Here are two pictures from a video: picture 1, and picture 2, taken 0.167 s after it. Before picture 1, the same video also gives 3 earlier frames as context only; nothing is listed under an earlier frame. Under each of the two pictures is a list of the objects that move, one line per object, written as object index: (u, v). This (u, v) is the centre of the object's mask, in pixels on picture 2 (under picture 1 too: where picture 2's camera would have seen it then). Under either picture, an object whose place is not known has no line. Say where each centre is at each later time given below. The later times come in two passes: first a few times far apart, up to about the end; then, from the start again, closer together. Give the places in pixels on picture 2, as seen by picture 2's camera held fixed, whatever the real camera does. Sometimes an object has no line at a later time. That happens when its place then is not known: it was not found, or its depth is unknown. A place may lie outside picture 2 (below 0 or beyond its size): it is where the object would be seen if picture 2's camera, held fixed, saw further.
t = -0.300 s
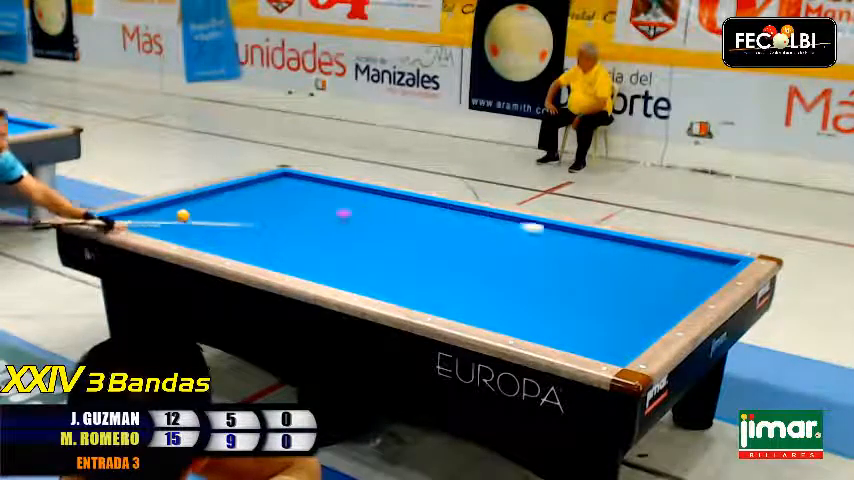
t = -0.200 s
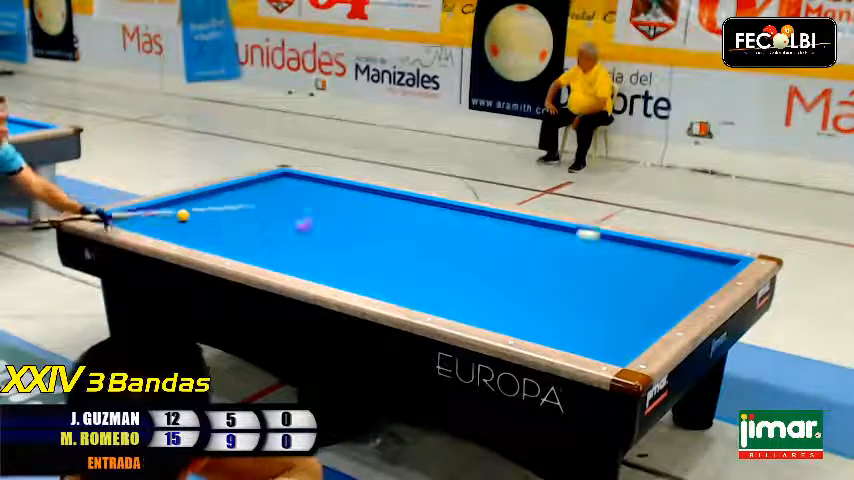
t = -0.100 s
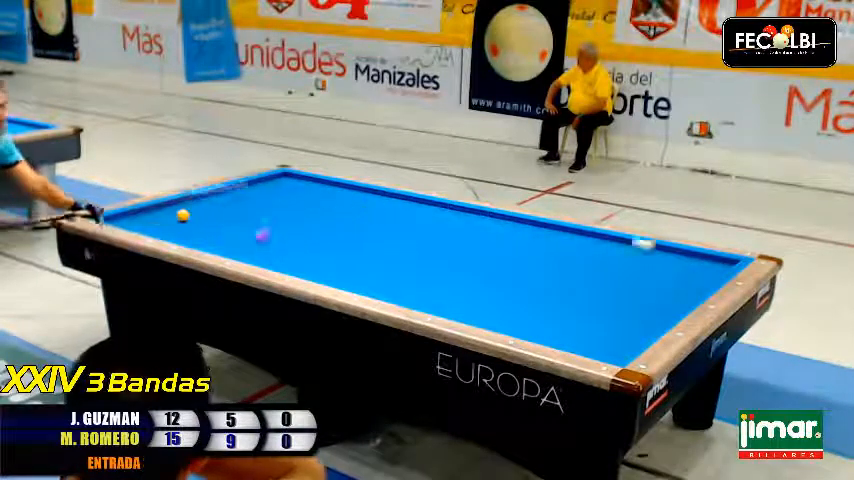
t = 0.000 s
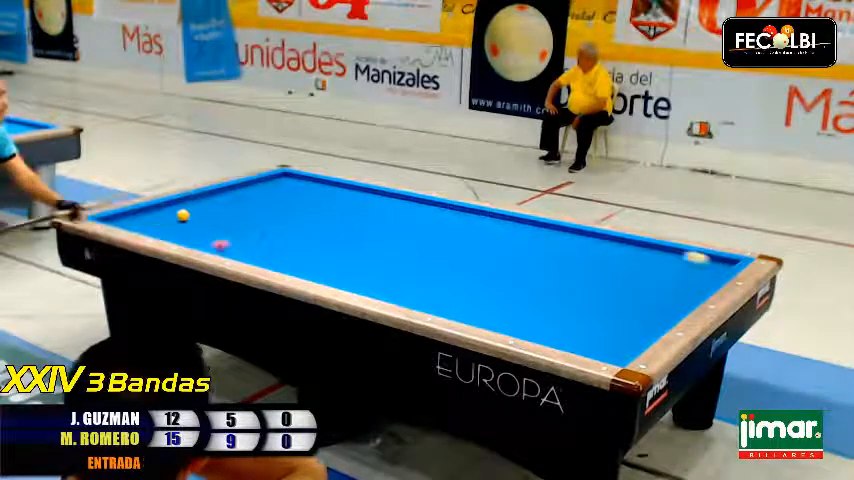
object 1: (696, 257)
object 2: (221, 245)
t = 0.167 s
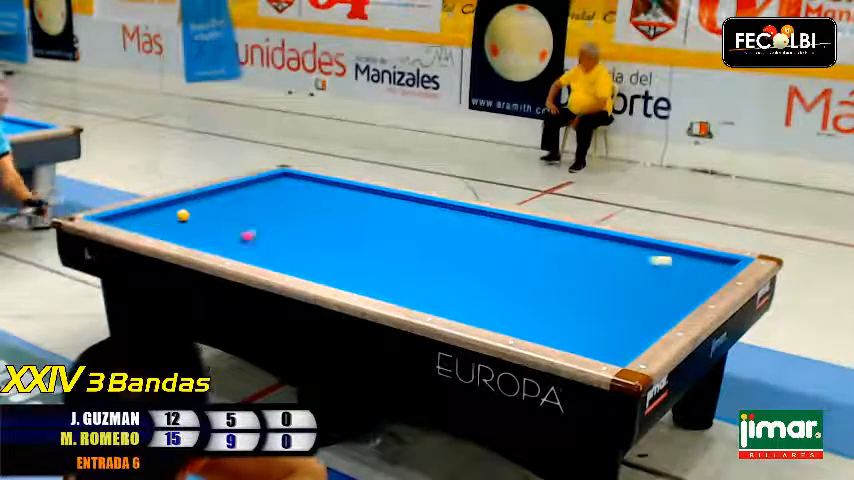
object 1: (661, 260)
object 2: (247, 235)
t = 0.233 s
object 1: (624, 259)
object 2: (262, 231)
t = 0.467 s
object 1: (510, 253)
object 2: (304, 217)
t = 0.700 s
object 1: (415, 249)
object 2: (339, 204)
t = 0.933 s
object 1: (326, 247)
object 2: (370, 194)
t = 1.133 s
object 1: (251, 245)
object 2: (362, 196)
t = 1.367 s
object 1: (187, 236)
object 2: (343, 202)
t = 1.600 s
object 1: (167, 220)
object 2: (322, 209)
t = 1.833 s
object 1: (155, 207)
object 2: (302, 216)
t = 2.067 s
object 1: (209, 207)
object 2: (279, 223)
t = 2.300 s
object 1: (255, 206)
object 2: (257, 230)
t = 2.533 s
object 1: (299, 204)
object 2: (234, 237)
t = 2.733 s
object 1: (336, 204)
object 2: (213, 243)
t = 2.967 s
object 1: (378, 202)
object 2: (215, 243)
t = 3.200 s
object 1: (419, 202)
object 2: (228, 239)
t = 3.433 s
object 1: (437, 207)
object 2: (242, 235)
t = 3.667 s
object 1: (450, 216)
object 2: (255, 232)
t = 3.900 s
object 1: (465, 225)
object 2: (267, 228)
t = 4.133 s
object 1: (480, 235)
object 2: (279, 225)
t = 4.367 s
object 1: (496, 244)
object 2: (290, 221)
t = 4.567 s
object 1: (509, 251)
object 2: (299, 218)
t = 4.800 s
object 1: (526, 263)
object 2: (309, 215)
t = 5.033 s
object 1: (544, 275)
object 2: (316, 213)
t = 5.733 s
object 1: (604, 312)
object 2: (341, 205)
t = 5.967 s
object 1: (627, 326)
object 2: (352, 202)
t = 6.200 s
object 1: (626, 334)
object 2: (358, 200)
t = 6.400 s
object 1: (603, 336)
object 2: (363, 199)
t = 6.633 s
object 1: (576, 338)
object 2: (370, 197)
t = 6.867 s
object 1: (550, 337)
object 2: (376, 196)
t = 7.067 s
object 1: (536, 331)
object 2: (381, 194)
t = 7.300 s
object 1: (526, 325)
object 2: (382, 194)
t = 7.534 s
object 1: (518, 318)
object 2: (379, 194)
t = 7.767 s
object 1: (509, 312)
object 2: (377, 195)
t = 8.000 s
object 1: (501, 306)
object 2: (375, 195)
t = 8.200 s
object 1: (495, 301)
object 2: (373, 196)
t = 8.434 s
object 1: (488, 295)
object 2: (371, 197)
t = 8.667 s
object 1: (482, 290)
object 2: (369, 197)
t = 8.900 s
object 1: (476, 286)
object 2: (368, 197)
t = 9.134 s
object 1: (470, 281)
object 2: (366, 198)
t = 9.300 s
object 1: (467, 278)
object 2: (366, 198)
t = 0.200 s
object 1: (643, 260)
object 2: (255, 233)
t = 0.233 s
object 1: (624, 259)
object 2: (262, 231)
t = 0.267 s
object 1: (606, 258)
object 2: (269, 229)
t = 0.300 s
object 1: (589, 257)
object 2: (276, 227)
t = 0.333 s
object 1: (572, 256)
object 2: (282, 225)
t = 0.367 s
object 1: (556, 255)
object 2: (288, 222)
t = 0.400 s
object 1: (540, 254)
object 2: (293, 221)
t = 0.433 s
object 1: (525, 253)
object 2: (299, 219)
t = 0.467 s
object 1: (510, 253)
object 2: (304, 217)
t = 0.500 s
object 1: (496, 252)
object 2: (309, 215)
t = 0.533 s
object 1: (482, 252)
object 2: (314, 213)
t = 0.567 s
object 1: (468, 251)
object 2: (319, 212)
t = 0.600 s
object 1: (455, 251)
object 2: (324, 210)
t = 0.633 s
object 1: (441, 250)
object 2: (329, 208)
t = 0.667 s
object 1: (428, 249)
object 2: (334, 206)
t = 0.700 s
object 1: (415, 249)
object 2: (339, 204)
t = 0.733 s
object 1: (403, 249)
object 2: (344, 203)
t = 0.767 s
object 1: (390, 249)
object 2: (349, 202)
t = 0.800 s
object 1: (378, 248)
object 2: (353, 200)
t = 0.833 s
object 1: (365, 248)
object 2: (357, 199)
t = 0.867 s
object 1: (352, 248)
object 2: (362, 197)
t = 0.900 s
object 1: (339, 247)
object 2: (366, 196)
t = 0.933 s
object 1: (326, 247)
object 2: (370, 194)
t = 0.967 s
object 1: (314, 247)
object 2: (375, 192)
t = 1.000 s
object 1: (301, 247)
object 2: (375, 192)
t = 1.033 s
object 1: (288, 246)
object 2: (373, 193)
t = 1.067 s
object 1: (276, 246)
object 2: (369, 194)
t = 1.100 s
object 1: (264, 246)
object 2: (365, 195)
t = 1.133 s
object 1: (251, 245)
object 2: (362, 196)
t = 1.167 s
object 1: (239, 245)
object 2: (359, 197)
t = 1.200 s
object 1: (226, 245)
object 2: (356, 198)
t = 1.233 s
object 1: (213, 243)
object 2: (354, 198)
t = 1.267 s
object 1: (201, 242)
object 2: (351, 199)
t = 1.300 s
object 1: (192, 240)
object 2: (348, 201)
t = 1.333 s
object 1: (189, 239)
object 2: (346, 202)
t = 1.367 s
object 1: (187, 236)
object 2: (343, 202)
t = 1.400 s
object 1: (184, 233)
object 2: (340, 203)
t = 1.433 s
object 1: (182, 231)
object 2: (337, 205)
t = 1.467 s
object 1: (179, 229)
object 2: (334, 205)
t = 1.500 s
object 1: (175, 227)
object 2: (332, 206)
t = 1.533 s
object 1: (172, 225)
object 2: (328, 207)
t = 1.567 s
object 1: (169, 222)
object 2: (325, 208)
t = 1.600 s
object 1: (167, 220)
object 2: (322, 209)
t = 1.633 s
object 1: (164, 218)
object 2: (320, 210)
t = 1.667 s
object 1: (160, 215)
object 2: (317, 211)
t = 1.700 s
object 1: (158, 214)
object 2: (314, 212)
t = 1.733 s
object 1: (156, 211)
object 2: (310, 213)
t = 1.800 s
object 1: (150, 207)
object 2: (305, 215)
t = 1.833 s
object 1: (155, 207)
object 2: (302, 216)
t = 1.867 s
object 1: (165, 207)
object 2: (298, 217)
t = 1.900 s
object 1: (171, 207)
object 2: (295, 218)
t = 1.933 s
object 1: (180, 205)
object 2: (292, 219)
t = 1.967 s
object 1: (189, 206)
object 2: (289, 220)
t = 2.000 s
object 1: (196, 207)
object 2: (286, 221)
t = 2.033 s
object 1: (203, 207)
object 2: (283, 222)
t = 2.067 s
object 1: (209, 207)
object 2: (279, 223)
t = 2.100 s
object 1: (216, 206)
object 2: (277, 224)
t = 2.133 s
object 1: (223, 207)
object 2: (273, 225)
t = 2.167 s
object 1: (230, 206)
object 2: (270, 226)
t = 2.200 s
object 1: (236, 206)
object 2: (267, 227)
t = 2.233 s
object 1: (242, 206)
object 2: (264, 228)
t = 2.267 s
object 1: (248, 206)
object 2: (260, 229)
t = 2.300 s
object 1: (255, 206)
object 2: (257, 230)
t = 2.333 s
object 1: (262, 205)
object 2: (254, 231)
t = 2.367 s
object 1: (268, 205)
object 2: (250, 232)
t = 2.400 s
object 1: (274, 205)
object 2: (247, 233)
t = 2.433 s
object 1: (280, 205)
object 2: (244, 234)
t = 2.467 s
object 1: (286, 205)
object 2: (240, 235)
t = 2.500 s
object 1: (293, 204)
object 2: (237, 236)
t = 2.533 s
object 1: (299, 204)
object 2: (234, 237)
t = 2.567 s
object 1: (306, 204)
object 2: (231, 239)
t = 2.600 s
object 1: (312, 204)
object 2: (227, 240)
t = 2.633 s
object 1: (318, 204)
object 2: (223, 241)
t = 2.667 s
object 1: (324, 204)
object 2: (219, 241)
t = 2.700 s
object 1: (330, 204)
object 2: (217, 242)
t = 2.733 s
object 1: (336, 204)
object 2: (213, 243)
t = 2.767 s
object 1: (342, 203)
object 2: (209, 244)
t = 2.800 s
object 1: (349, 203)
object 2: (207, 244)
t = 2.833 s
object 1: (355, 204)
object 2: (206, 244)
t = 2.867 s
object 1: (360, 203)
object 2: (207, 244)
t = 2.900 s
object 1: (367, 203)
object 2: (209, 244)
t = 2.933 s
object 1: (372, 203)
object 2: (211, 244)
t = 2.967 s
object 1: (378, 202)
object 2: (215, 243)
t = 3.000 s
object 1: (384, 202)
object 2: (216, 242)
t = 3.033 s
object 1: (390, 203)
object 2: (218, 242)
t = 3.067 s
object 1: (396, 203)
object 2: (220, 242)
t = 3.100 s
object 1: (403, 202)
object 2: (222, 242)
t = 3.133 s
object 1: (408, 202)
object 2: (224, 241)
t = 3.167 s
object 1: (413, 202)
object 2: (226, 240)
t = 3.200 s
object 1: (419, 202)
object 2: (228, 239)
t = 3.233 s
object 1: (426, 201)
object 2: (230, 239)
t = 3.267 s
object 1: (429, 202)
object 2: (232, 238)
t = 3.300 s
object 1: (431, 202)
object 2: (234, 237)
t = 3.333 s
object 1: (432, 205)
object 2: (236, 237)
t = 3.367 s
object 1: (434, 206)
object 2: (238, 236)
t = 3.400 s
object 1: (435, 206)
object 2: (240, 236)
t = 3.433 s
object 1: (437, 207)
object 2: (242, 235)
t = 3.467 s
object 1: (439, 208)
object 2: (243, 235)
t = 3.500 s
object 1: (442, 210)
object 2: (246, 234)
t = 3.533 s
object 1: (443, 212)
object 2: (248, 233)
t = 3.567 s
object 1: (445, 213)
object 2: (249, 233)
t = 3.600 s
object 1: (447, 214)
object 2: (251, 232)
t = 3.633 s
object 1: (449, 215)
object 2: (253, 232)
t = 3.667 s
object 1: (450, 216)
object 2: (255, 232)
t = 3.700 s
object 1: (453, 217)
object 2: (257, 231)
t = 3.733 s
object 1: (454, 217)
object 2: (258, 229)
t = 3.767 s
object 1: (457, 219)
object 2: (260, 230)
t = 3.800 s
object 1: (458, 220)
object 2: (262, 230)
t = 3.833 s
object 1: (461, 222)
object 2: (264, 229)
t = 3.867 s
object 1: (461, 223)
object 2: (266, 228)
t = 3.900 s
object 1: (465, 225)
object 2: (267, 228)
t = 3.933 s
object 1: (466, 225)
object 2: (269, 227)
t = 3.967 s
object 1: (469, 228)
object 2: (271, 227)
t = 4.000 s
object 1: (472, 229)
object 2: (272, 227)
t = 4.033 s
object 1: (473, 230)
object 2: (275, 226)
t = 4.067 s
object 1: (475, 232)
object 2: (275, 226)
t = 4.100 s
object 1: (478, 233)
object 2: (278, 225)
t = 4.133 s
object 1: (480, 235)
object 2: (279, 225)
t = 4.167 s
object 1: (482, 236)
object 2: (280, 224)
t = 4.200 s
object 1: (484, 237)
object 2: (282, 223)
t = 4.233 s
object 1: (486, 239)
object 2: (283, 223)
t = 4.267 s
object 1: (488, 240)
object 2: (285, 222)
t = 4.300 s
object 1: (491, 241)
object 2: (287, 222)
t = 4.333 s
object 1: (493, 243)
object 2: (288, 221)
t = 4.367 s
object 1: (496, 244)
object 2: (290, 221)
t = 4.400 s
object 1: (497, 245)
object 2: (292, 220)
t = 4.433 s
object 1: (500, 247)
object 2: (293, 220)
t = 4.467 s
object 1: (503, 248)
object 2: (294, 219)
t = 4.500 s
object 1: (505, 250)
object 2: (295, 219)
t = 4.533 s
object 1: (506, 250)
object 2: (297, 218)
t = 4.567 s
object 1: (509, 251)
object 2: (299, 218)
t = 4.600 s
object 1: (512, 253)
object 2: (300, 218)
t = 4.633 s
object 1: (515, 256)
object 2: (301, 218)
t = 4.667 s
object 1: (516, 257)
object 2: (303, 217)
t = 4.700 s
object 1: (519, 259)
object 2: (304, 217)
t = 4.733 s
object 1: (521, 261)
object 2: (306, 216)
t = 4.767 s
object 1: (524, 262)
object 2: (307, 216)
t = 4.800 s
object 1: (526, 263)
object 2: (309, 215)
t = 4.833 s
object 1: (529, 265)
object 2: (310, 215)
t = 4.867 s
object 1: (531, 266)
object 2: (311, 214)
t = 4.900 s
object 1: (534, 268)
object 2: (314, 214)
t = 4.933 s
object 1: (536, 270)
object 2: (314, 214)
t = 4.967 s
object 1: (539, 272)
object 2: (315, 213)
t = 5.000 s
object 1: (542, 273)
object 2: (316, 213)
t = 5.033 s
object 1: (544, 275)
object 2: (316, 213)
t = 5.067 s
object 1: (547, 277)
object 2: (319, 213)
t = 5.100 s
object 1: (550, 278)
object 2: (320, 212)
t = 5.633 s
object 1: (595, 306)
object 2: (341, 206)
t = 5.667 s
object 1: (598, 308)
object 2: (341, 206)
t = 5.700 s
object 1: (601, 310)
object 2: (342, 205)
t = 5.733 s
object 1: (604, 312)
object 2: (341, 205)
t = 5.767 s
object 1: (607, 314)
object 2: (344, 205)
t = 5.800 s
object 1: (611, 315)
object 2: (345, 204)
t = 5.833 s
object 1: (614, 318)
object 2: (345, 204)
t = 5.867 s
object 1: (616, 320)
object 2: (347, 204)
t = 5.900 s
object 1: (620, 322)
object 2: (347, 204)
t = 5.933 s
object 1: (623, 324)
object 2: (350, 203)
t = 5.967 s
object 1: (627, 326)
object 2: (352, 202)
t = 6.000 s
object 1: (630, 328)
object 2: (353, 202)
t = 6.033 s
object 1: (634, 330)
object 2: (353, 202)
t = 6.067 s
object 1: (637, 331)
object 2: (354, 202)
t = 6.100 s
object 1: (638, 333)
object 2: (355, 201)
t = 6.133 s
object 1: (636, 333)
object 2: (355, 201)
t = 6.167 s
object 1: (631, 334)
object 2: (357, 200)
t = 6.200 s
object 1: (626, 334)
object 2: (358, 200)
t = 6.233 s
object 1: (623, 335)
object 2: (359, 200)
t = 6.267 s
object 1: (619, 335)
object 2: (359, 200)
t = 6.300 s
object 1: (615, 336)
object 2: (361, 200)
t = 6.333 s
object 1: (612, 336)
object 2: (361, 199)
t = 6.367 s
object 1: (607, 336)
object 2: (363, 199)
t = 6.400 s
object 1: (603, 336)
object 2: (363, 199)
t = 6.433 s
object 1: (599, 336)
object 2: (365, 198)
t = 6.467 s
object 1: (595, 337)
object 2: (365, 198)
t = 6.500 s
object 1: (592, 337)
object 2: (366, 197)
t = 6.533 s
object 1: (588, 337)
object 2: (367, 197)
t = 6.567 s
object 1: (584, 337)
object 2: (368, 197)
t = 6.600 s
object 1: (579, 337)
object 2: (369, 197)
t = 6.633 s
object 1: (576, 338)
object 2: (370, 197)
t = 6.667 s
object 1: (572, 338)
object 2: (371, 197)
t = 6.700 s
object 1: (568, 338)
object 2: (371, 197)
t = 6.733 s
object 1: (564, 337)
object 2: (371, 196)
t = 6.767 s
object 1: (561, 337)
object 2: (373, 195)
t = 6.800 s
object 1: (557, 337)
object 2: (373, 195)
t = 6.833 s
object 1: (553, 337)
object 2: (375, 195)
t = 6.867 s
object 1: (550, 337)
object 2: (376, 196)
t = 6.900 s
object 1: (545, 336)
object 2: (376, 195)
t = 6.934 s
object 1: (542, 333)
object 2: (379, 194)
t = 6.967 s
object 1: (540, 333)
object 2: (379, 194)
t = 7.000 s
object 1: (539, 332)
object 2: (379, 194)
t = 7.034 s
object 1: (538, 332)
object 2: (379, 194)
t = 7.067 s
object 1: (536, 331)
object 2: (381, 194)
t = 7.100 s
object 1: (536, 330)
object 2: (382, 194)
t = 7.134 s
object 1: (533, 329)
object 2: (382, 194)
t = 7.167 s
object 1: (533, 328)
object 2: (382, 194)
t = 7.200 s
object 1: (530, 328)
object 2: (382, 194)
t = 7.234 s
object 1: (529, 327)
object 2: (382, 194)
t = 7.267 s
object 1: (528, 326)
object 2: (382, 194)
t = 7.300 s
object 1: (526, 325)
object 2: (382, 194)
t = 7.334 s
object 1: (525, 324)
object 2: (382, 194)
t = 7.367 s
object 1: (524, 323)
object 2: (381, 194)
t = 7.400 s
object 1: (523, 323)
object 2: (381, 194)
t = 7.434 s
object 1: (521, 321)
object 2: (380, 194)
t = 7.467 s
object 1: (520, 320)
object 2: (380, 194)
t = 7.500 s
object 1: (519, 320)
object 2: (380, 194)
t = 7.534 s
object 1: (518, 318)
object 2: (379, 194)
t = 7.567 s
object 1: (516, 317)
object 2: (379, 194)
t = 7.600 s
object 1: (515, 316)
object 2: (378, 195)
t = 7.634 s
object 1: (514, 316)
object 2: (378, 194)
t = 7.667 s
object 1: (512, 315)
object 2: (378, 194)
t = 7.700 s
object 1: (511, 314)
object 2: (377, 195)
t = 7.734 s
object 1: (510, 313)
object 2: (377, 195)
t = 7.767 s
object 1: (509, 312)
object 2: (377, 195)
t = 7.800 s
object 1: (507, 311)
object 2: (377, 195)
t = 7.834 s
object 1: (507, 310)
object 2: (376, 195)
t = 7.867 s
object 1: (506, 309)
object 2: (376, 195)
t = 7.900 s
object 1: (504, 308)
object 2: (376, 195)
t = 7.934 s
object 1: (503, 307)
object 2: (375, 195)
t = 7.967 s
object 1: (502, 307)
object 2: (375, 195)
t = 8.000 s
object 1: (501, 306)
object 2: (375, 195)
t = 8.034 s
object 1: (500, 305)
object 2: (374, 195)
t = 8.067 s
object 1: (499, 304)
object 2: (374, 195)
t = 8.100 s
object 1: (498, 303)
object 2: (374, 196)
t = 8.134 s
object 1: (497, 302)
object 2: (374, 196)
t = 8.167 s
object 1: (496, 302)
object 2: (373, 196)
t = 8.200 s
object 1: (495, 301)
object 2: (373, 196)
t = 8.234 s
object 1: (494, 300)
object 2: (372, 196)
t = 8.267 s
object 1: (493, 299)
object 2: (372, 196)
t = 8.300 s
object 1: (492, 298)
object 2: (372, 196)
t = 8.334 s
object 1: (491, 298)
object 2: (372, 196)
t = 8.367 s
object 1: (490, 297)
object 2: (372, 196)
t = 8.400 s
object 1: (489, 296)
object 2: (371, 197)
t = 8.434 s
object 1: (488, 295)
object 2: (371, 197)
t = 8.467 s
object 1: (487, 295)
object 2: (371, 197)
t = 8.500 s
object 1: (486, 294)
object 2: (370, 197)
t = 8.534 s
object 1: (485, 293)
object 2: (370, 197)
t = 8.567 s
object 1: (484, 292)
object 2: (370, 197)
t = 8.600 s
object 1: (483, 292)
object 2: (370, 197)
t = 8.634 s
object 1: (482, 291)
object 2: (370, 197)
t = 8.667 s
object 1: (482, 290)
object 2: (369, 197)
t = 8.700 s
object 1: (481, 290)
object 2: (369, 197)
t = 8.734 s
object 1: (480, 289)
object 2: (369, 197)
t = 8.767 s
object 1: (479, 288)
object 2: (369, 197)
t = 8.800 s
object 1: (478, 287)
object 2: (368, 197)
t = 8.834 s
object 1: (478, 287)
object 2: (368, 197)
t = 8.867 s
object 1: (477, 286)
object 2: (368, 197)
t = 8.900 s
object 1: (476, 286)
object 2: (368, 197)
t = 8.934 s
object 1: (475, 285)
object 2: (367, 198)
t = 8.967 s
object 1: (474, 284)
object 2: (367, 198)
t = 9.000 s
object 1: (473, 284)
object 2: (367, 198)
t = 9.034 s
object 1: (473, 283)
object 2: (366, 198)
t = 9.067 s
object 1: (472, 282)
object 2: (366, 198)
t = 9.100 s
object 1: (471, 282)
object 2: (366, 198)
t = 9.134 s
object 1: (470, 281)
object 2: (366, 198)
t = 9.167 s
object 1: (470, 281)
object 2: (366, 198)
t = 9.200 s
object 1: (469, 280)
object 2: (366, 198)
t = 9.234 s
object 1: (468, 280)
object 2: (365, 198)
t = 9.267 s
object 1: (467, 279)
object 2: (366, 198)
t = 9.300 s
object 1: (467, 278)
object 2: (366, 198)
